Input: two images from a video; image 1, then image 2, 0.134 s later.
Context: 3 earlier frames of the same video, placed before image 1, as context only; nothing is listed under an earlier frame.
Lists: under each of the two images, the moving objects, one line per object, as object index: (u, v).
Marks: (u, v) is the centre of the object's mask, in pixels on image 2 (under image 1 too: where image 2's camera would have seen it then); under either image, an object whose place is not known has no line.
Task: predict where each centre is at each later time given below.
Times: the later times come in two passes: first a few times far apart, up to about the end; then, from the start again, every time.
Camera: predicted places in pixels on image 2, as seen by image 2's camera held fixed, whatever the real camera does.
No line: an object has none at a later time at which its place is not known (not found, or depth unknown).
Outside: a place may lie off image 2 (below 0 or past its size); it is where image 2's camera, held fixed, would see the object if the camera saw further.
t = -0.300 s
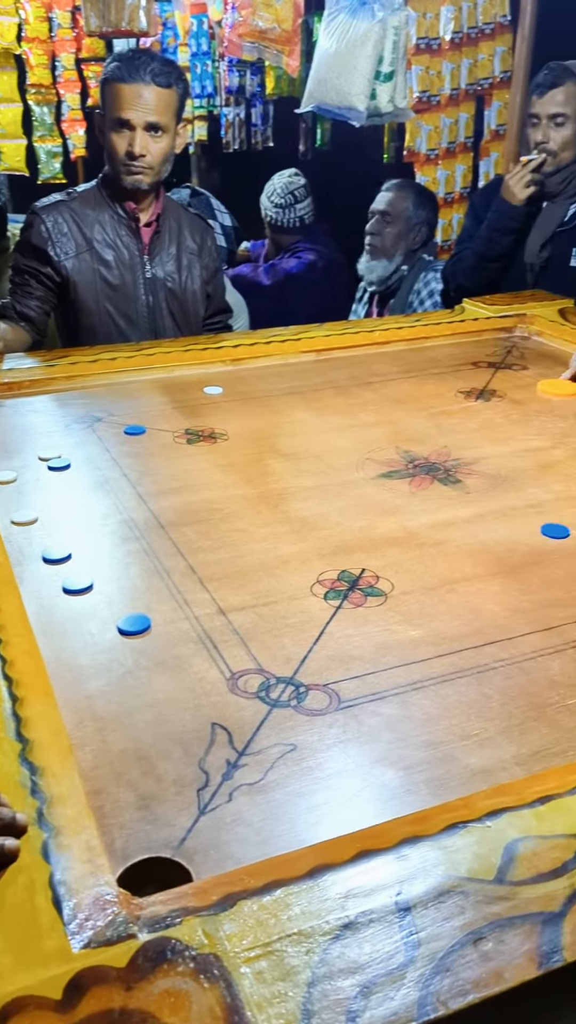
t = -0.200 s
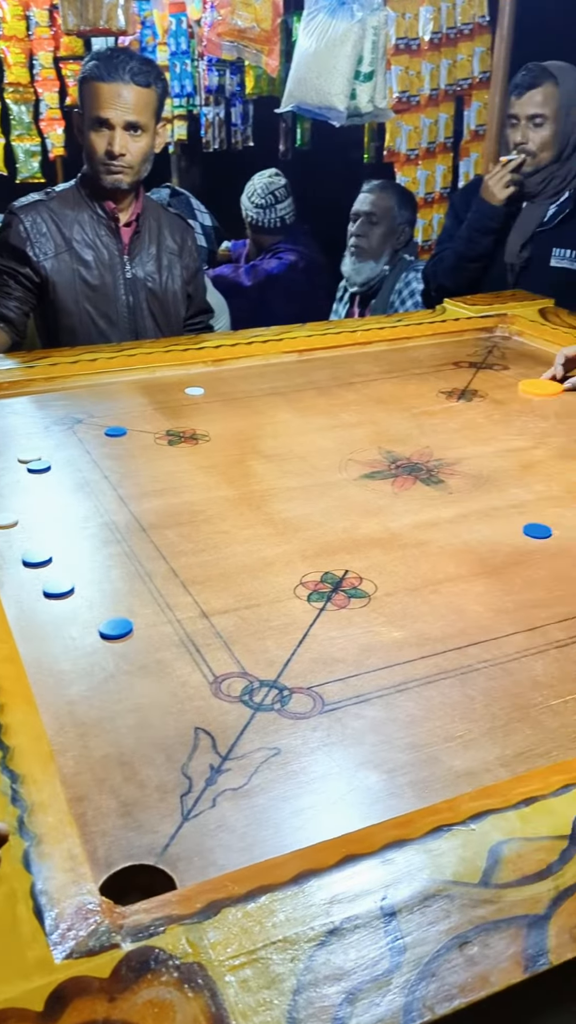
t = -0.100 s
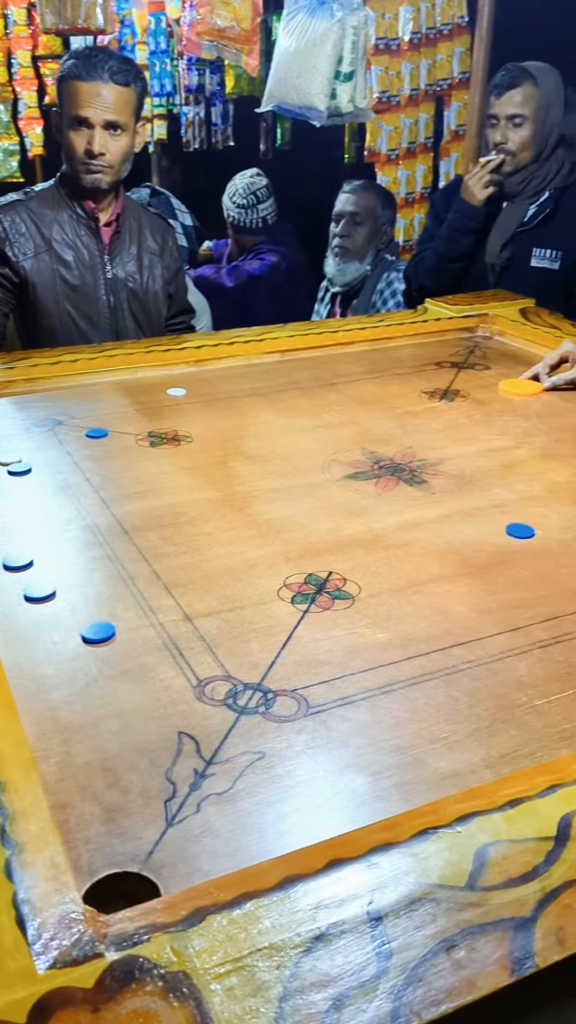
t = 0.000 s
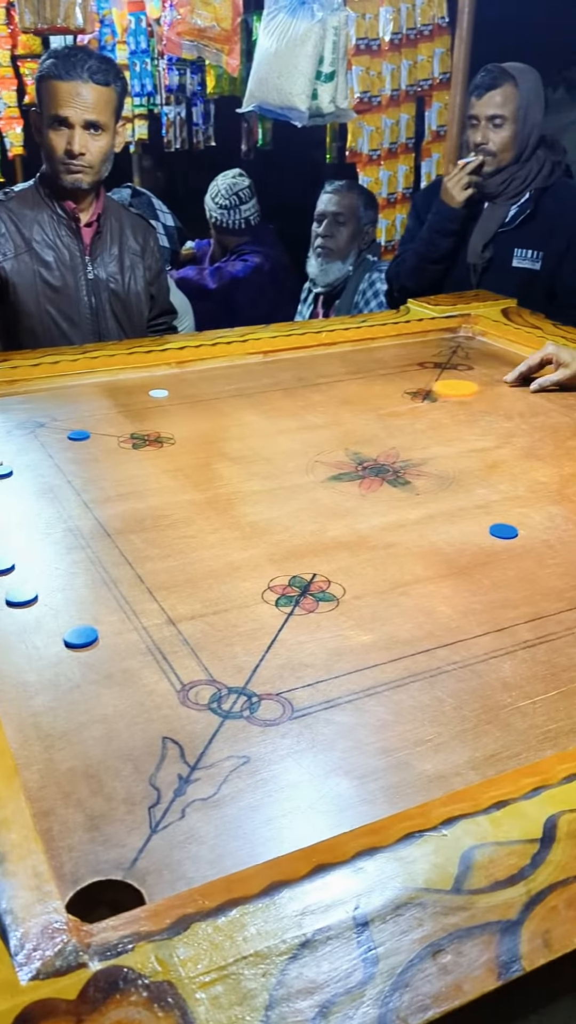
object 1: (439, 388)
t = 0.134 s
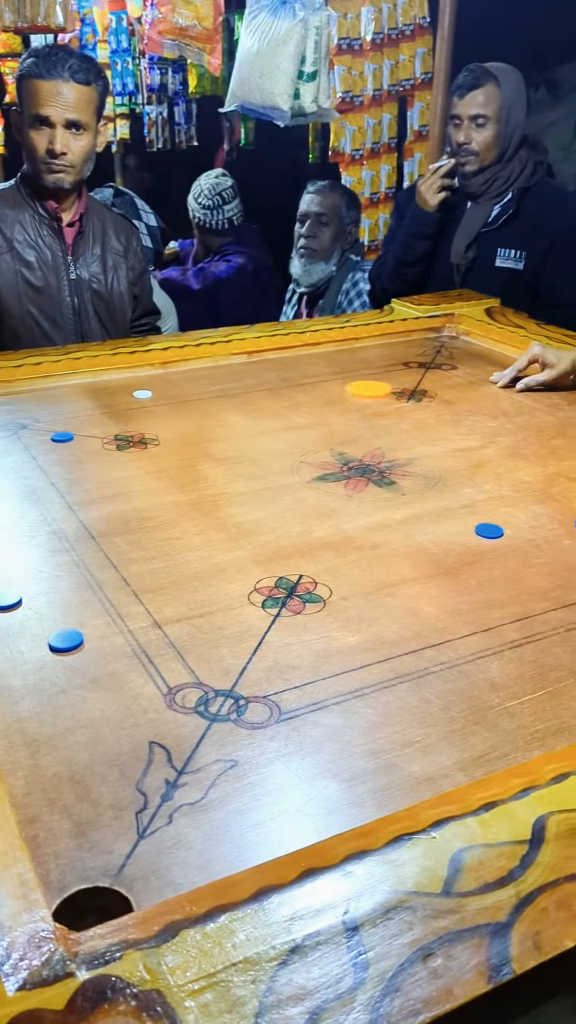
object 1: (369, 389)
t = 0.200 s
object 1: (334, 390)
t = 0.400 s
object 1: (241, 391)
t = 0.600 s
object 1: (151, 393)
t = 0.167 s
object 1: (351, 390)
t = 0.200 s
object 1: (334, 390)
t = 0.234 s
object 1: (325, 390)
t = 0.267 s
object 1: (308, 390)
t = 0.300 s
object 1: (291, 390)
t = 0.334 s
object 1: (275, 391)
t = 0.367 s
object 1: (258, 391)
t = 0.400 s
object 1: (241, 391)
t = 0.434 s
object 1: (225, 392)
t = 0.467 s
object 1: (209, 392)
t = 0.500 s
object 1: (194, 392)
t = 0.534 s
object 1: (178, 393)
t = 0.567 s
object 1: (163, 393)
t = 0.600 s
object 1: (151, 393)
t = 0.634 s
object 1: (138, 393)
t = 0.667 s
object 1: (126, 393)
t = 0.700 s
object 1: (114, 393)
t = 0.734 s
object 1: (102, 393)
